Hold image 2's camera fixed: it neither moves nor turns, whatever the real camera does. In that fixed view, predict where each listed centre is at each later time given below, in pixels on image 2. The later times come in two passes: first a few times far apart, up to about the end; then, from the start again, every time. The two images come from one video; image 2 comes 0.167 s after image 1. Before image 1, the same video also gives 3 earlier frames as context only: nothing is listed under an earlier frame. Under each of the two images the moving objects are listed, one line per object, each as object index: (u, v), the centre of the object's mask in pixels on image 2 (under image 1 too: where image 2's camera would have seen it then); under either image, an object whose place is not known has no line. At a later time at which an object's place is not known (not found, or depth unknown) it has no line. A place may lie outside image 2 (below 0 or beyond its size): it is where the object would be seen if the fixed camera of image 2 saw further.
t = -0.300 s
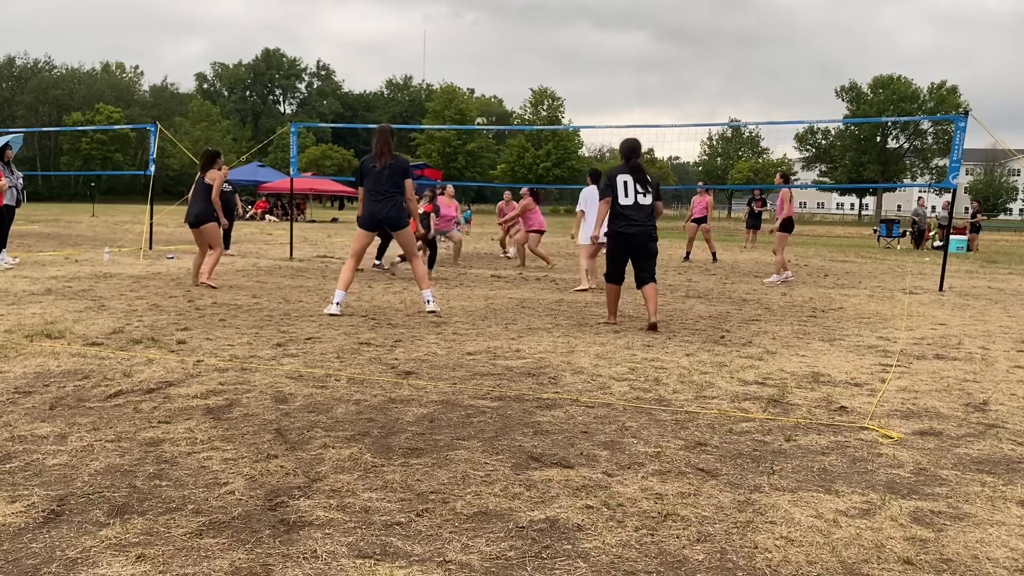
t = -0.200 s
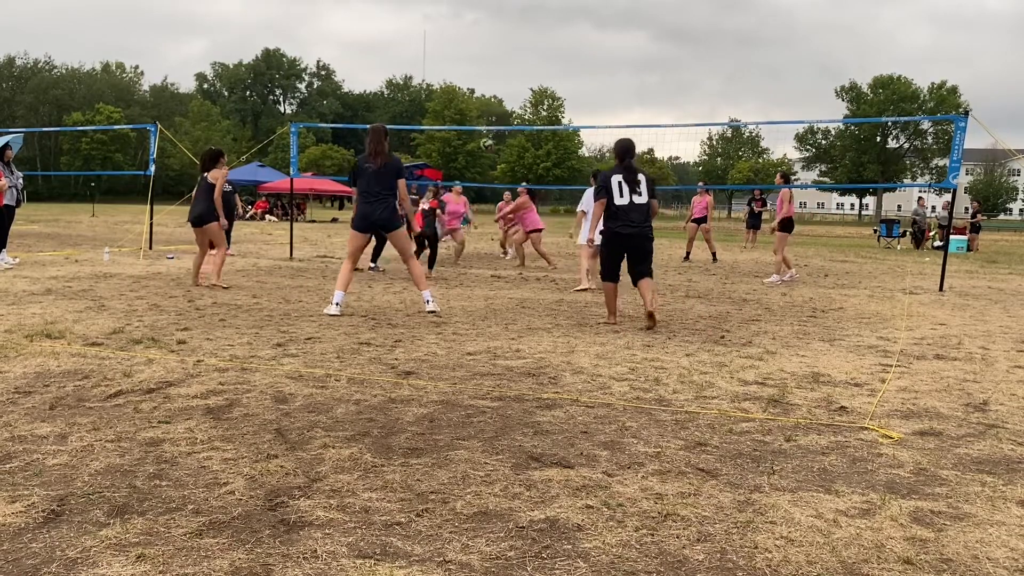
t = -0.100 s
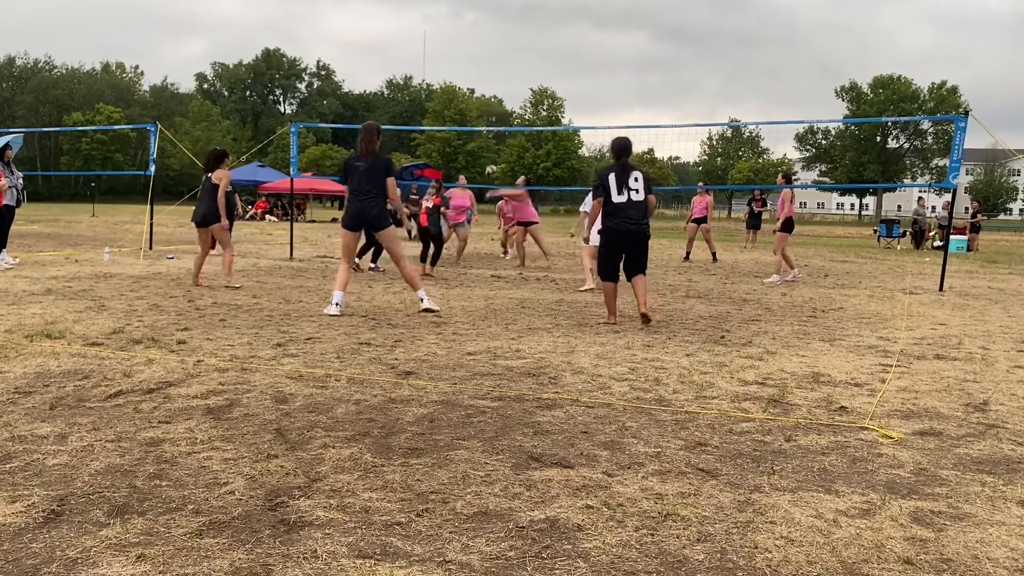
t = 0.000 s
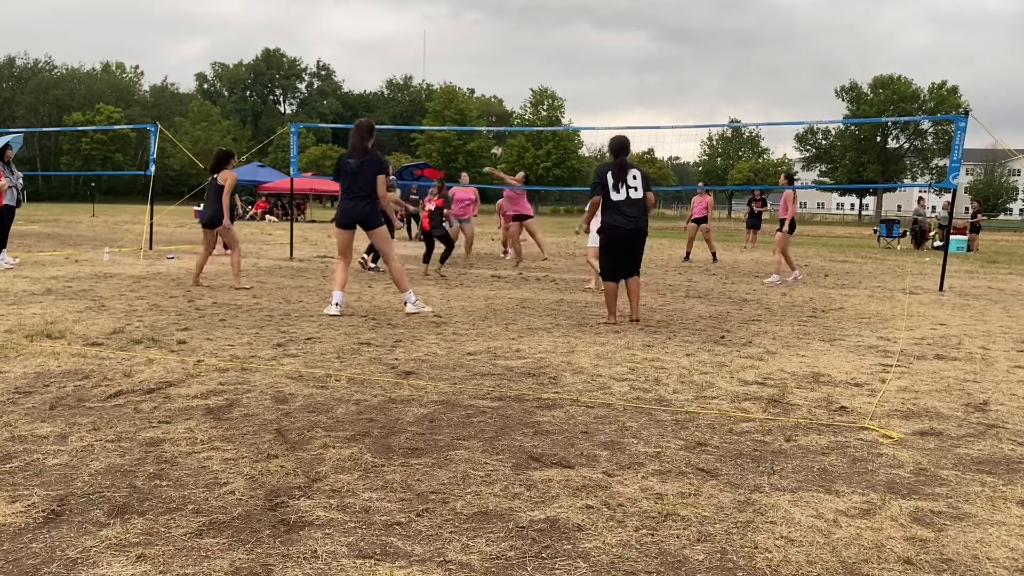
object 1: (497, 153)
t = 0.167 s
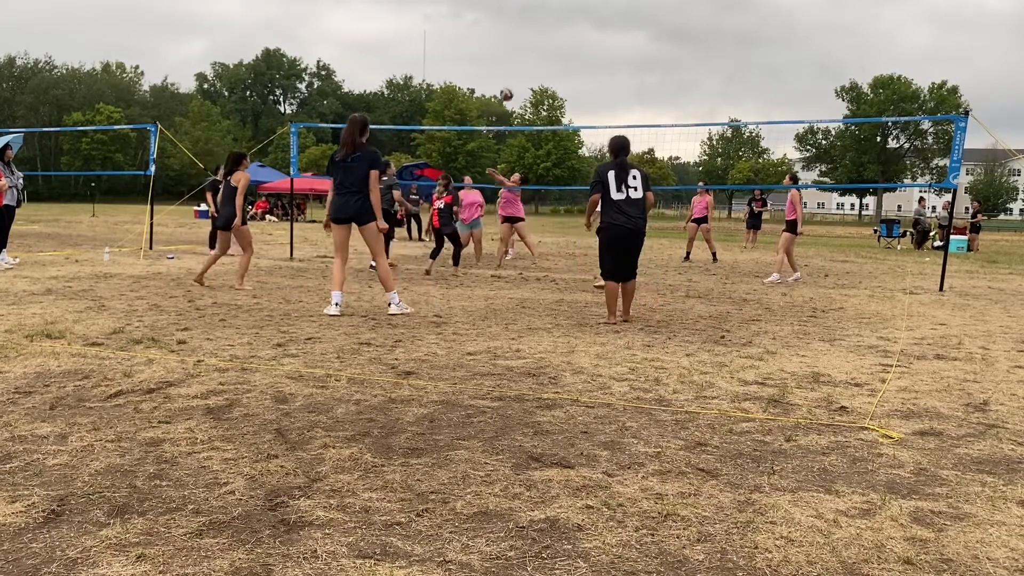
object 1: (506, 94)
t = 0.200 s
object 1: (508, 83)
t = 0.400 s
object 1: (520, 30)
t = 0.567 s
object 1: (530, 4)
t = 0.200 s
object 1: (508, 83)
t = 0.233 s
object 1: (510, 74)
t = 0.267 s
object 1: (512, 63)
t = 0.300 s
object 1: (514, 53)
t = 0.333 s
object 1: (516, 45)
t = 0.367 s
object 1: (518, 37)
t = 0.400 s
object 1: (520, 30)
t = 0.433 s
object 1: (521, 25)
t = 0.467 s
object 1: (524, 20)
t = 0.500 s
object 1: (526, 12)
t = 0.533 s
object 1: (528, 10)
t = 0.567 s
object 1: (530, 4)
